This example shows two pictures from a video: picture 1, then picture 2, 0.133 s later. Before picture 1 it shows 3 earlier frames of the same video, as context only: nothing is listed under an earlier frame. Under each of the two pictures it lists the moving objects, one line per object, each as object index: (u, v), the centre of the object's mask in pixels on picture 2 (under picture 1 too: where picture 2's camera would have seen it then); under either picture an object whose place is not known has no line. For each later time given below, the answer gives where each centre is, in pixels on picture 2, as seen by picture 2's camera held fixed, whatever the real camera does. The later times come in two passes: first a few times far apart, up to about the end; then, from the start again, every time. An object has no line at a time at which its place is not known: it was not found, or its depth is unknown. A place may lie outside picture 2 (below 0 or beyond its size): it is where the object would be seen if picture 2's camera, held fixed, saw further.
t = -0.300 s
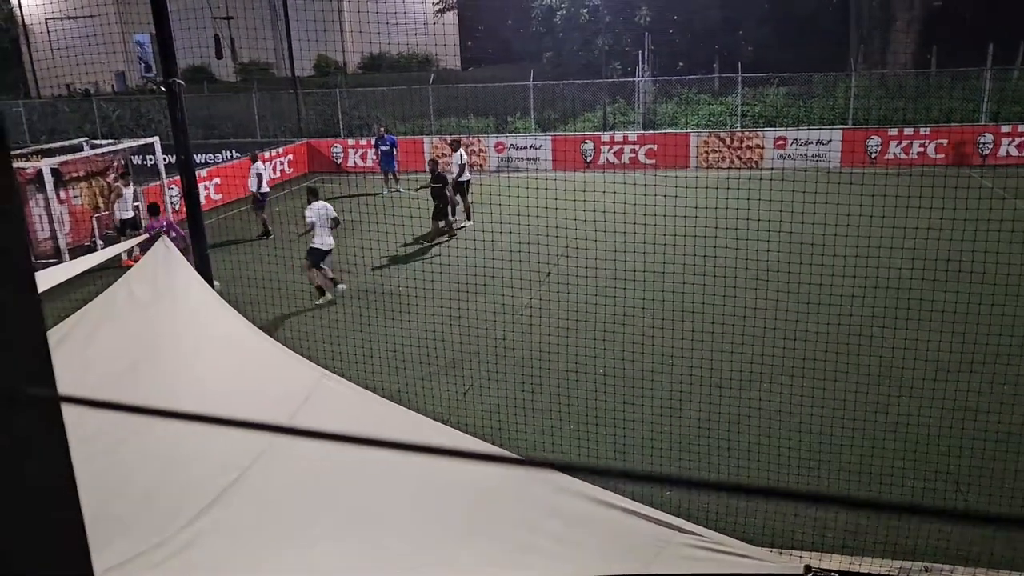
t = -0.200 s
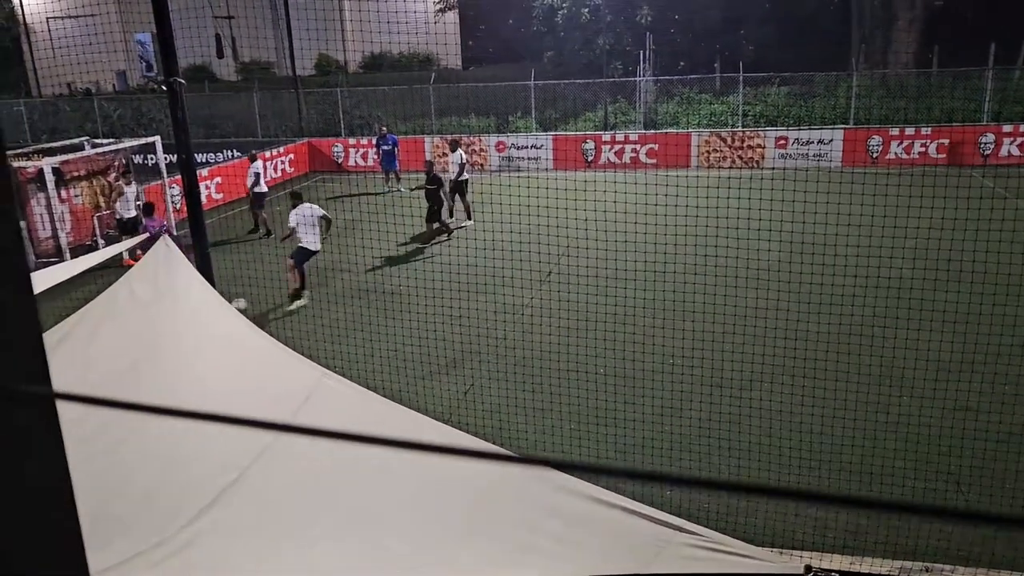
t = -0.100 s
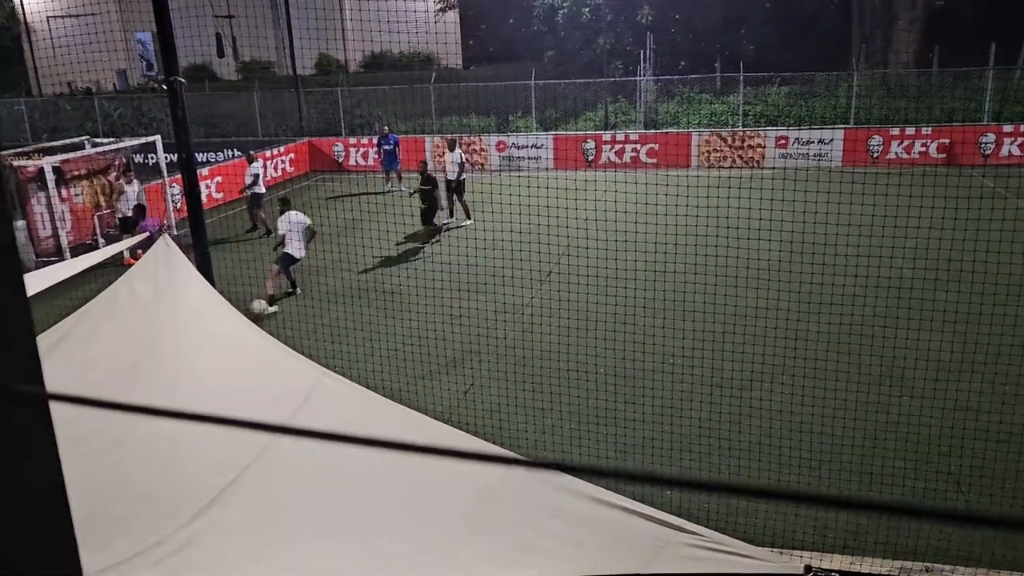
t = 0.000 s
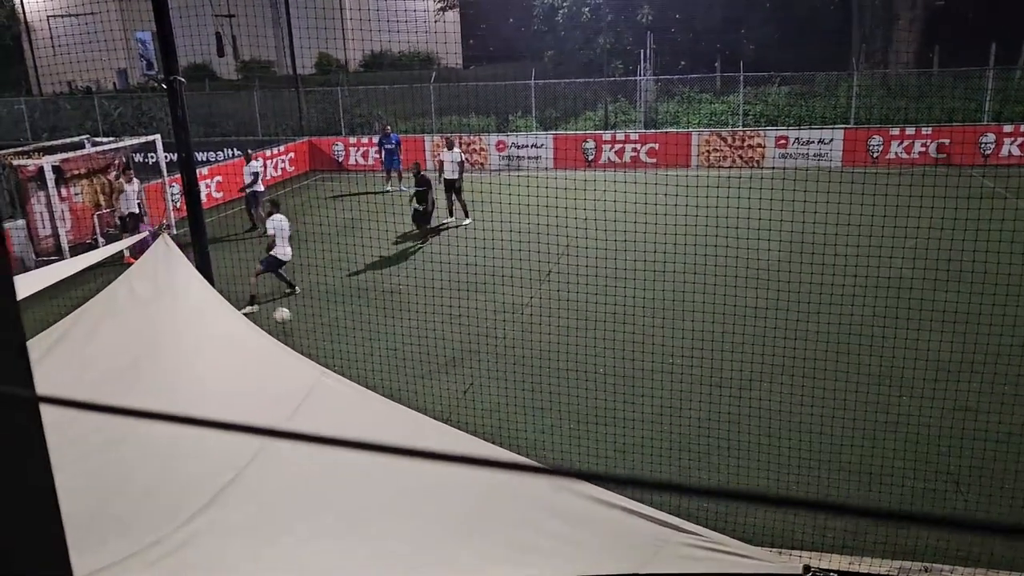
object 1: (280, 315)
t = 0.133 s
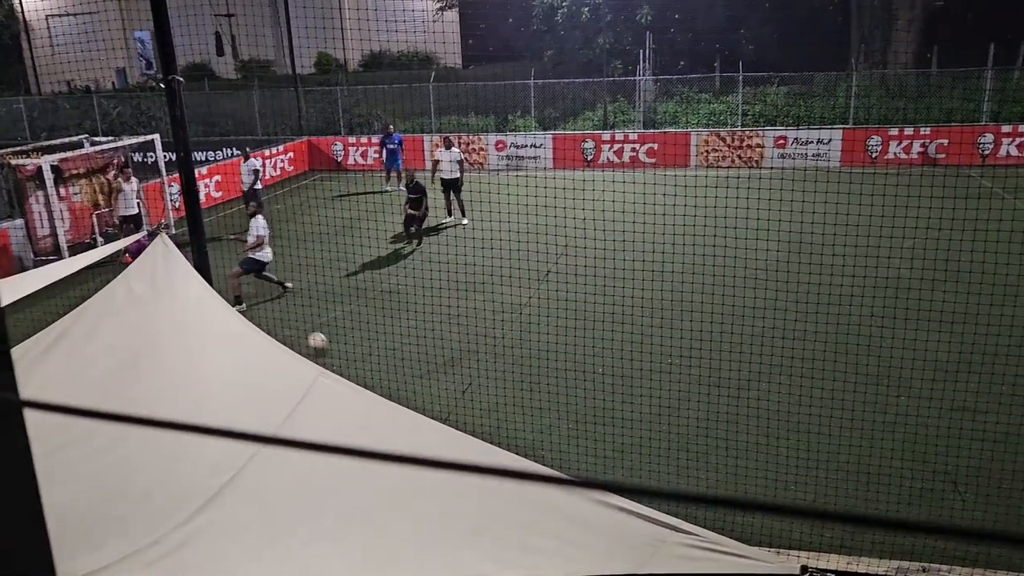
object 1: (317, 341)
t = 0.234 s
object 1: (345, 361)
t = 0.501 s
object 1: (411, 400)
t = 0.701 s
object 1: (466, 427)
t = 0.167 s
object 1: (327, 350)
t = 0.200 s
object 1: (338, 360)
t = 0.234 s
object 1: (345, 361)
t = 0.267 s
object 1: (352, 363)
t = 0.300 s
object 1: (360, 365)
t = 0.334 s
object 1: (367, 368)
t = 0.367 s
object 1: (375, 372)
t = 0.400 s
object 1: (384, 378)
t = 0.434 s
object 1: (393, 385)
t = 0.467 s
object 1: (401, 391)
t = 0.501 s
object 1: (411, 400)
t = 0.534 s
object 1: (420, 405)
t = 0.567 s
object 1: (429, 408)
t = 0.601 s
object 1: (437, 412)
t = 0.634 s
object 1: (445, 415)
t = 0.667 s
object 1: (456, 421)
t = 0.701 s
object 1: (466, 427)
